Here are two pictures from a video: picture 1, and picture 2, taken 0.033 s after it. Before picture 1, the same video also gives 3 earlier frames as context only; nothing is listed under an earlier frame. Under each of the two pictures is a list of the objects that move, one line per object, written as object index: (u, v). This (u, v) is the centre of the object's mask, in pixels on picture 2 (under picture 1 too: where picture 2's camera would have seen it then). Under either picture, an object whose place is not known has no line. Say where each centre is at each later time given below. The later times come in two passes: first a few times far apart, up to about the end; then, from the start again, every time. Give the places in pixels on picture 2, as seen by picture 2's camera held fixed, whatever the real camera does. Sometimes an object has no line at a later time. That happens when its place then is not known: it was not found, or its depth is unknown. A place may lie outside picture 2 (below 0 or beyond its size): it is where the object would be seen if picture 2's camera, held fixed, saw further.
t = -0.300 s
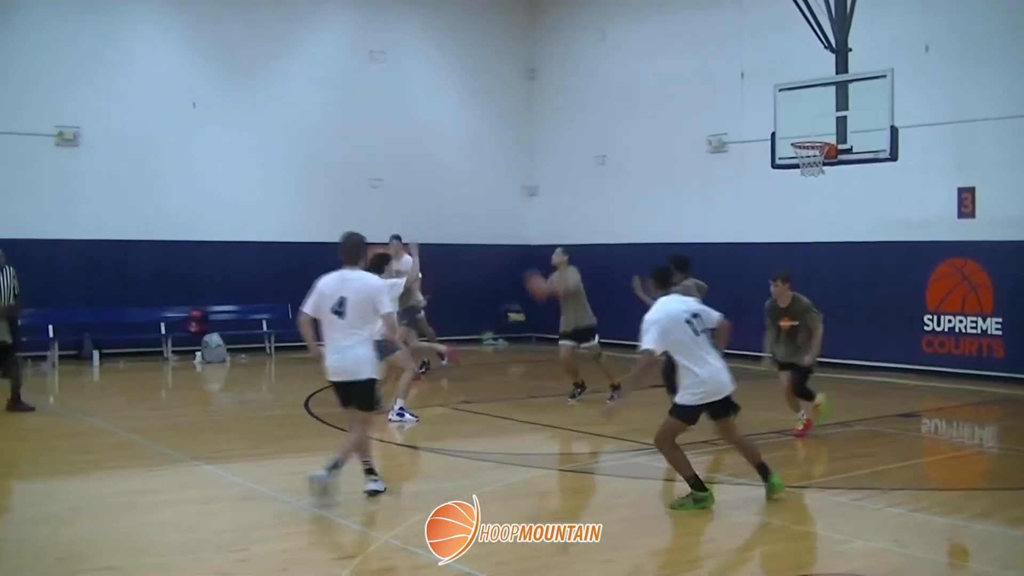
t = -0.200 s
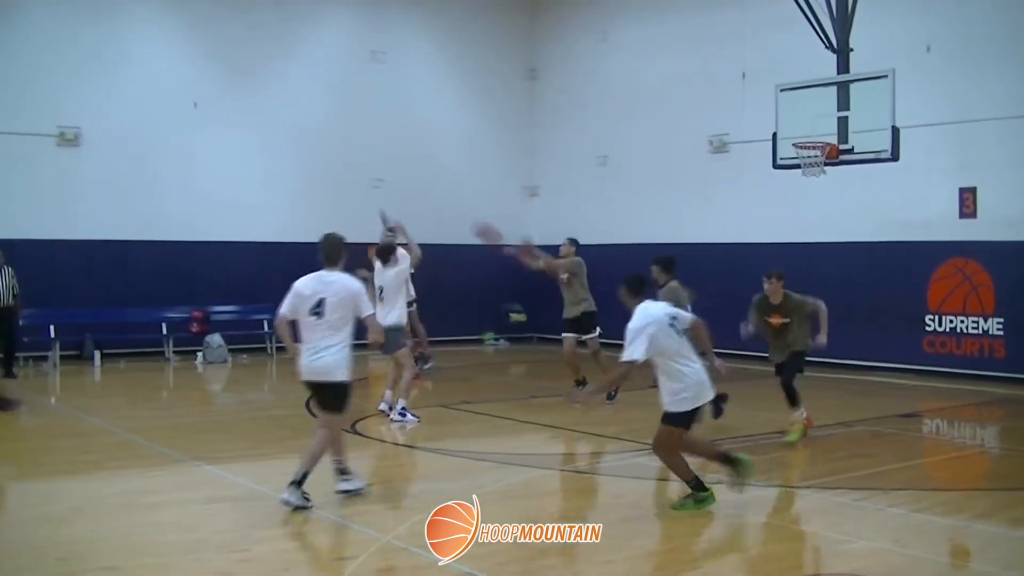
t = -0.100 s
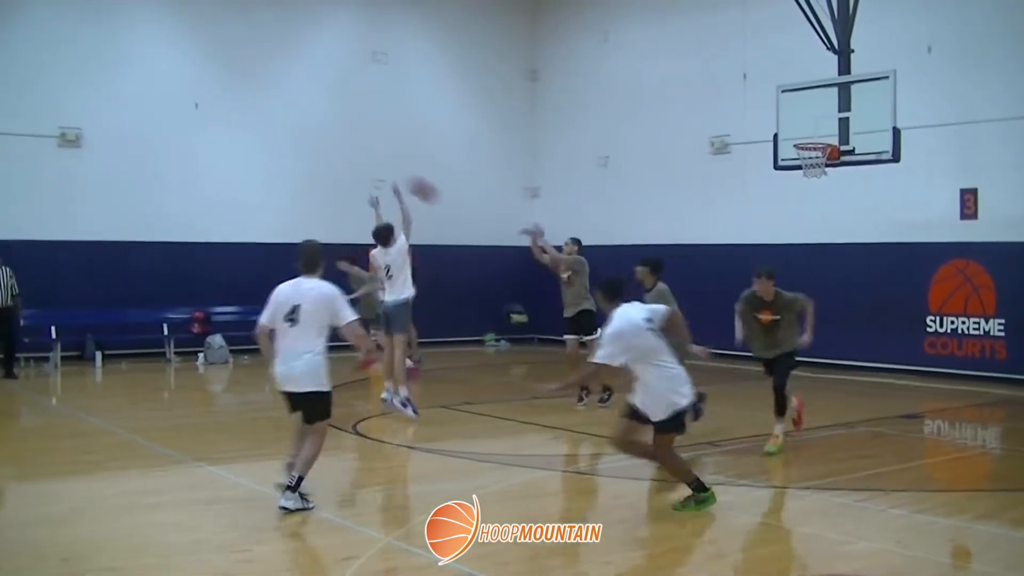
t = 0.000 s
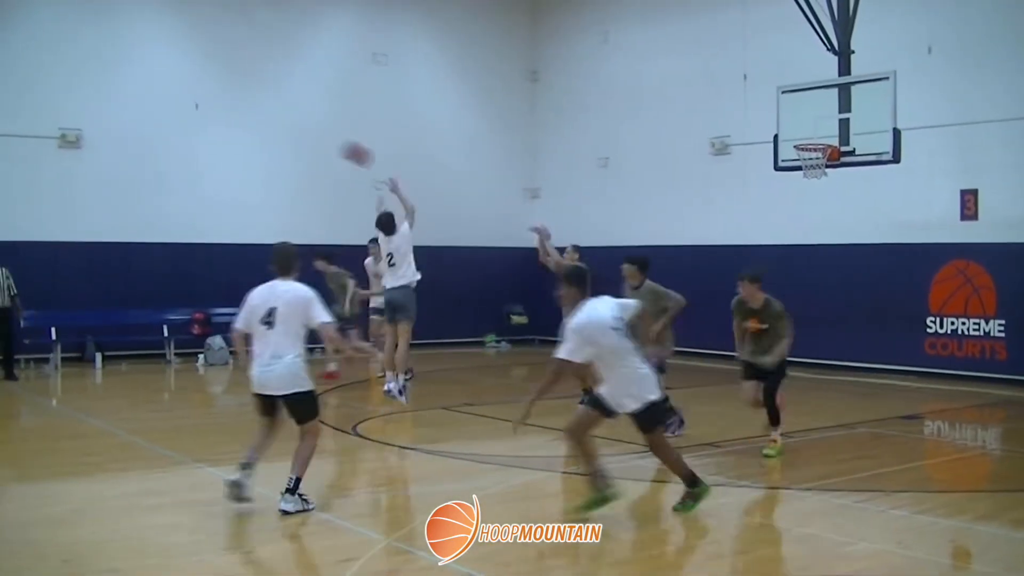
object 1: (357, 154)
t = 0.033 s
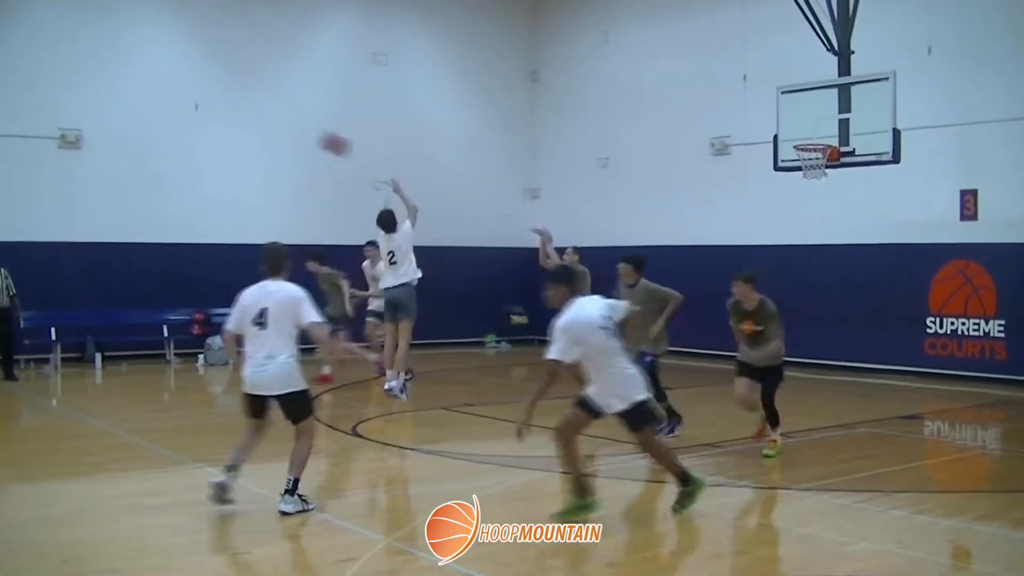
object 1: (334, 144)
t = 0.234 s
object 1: (203, 102)
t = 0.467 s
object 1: (52, 100)
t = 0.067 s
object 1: (311, 134)
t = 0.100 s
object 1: (289, 126)
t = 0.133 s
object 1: (268, 119)
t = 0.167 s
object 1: (246, 113)
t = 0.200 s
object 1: (224, 107)
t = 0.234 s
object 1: (203, 102)
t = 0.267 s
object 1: (182, 99)
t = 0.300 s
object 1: (160, 97)
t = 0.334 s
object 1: (138, 95)
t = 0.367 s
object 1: (117, 95)
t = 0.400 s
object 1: (94, 95)
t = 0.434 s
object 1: (73, 97)
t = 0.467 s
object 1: (52, 100)
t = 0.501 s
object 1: (30, 102)
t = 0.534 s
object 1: (11, 105)
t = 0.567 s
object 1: (-10, 110)
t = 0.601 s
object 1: (-33, 115)
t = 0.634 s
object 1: (-55, 122)
